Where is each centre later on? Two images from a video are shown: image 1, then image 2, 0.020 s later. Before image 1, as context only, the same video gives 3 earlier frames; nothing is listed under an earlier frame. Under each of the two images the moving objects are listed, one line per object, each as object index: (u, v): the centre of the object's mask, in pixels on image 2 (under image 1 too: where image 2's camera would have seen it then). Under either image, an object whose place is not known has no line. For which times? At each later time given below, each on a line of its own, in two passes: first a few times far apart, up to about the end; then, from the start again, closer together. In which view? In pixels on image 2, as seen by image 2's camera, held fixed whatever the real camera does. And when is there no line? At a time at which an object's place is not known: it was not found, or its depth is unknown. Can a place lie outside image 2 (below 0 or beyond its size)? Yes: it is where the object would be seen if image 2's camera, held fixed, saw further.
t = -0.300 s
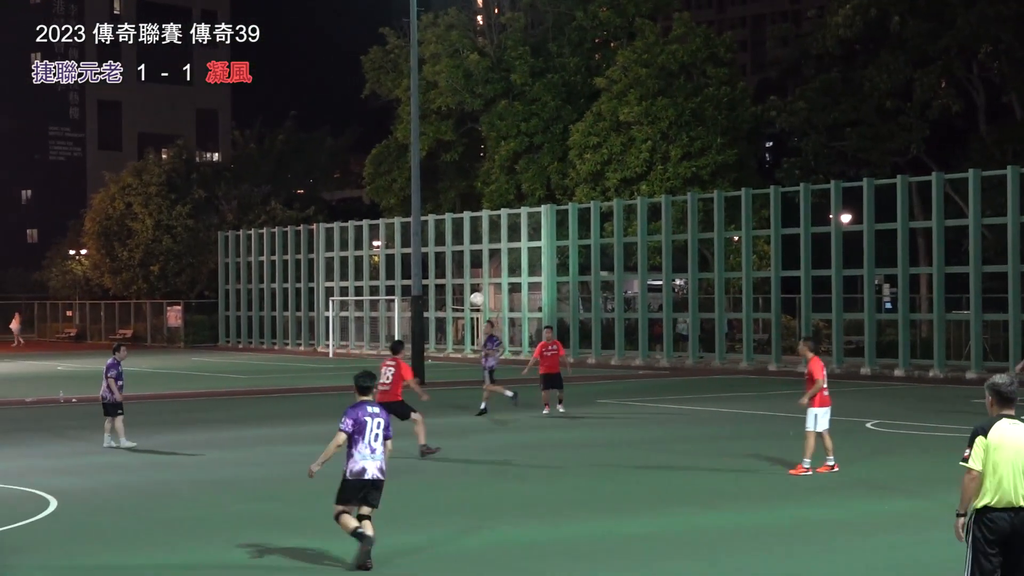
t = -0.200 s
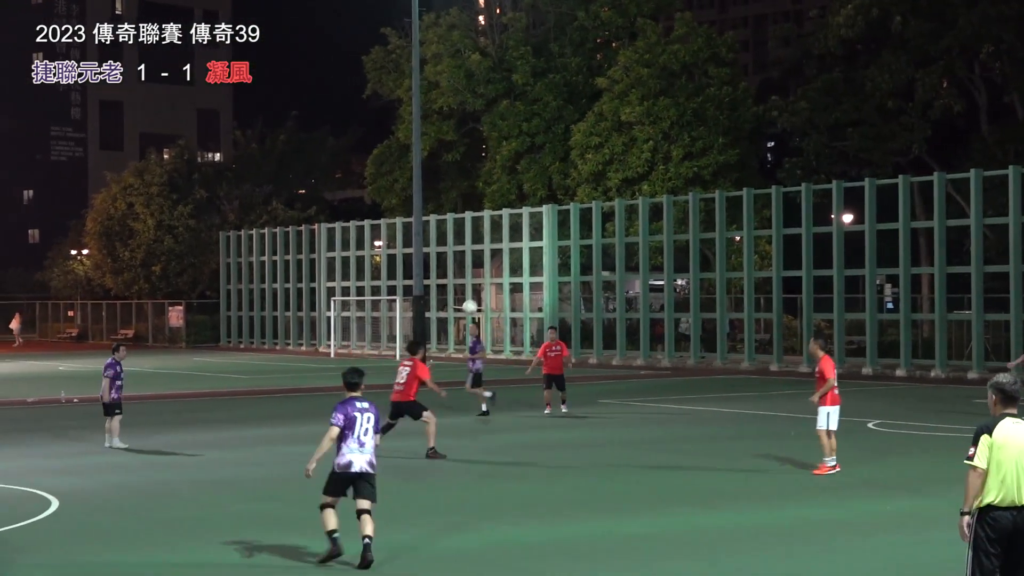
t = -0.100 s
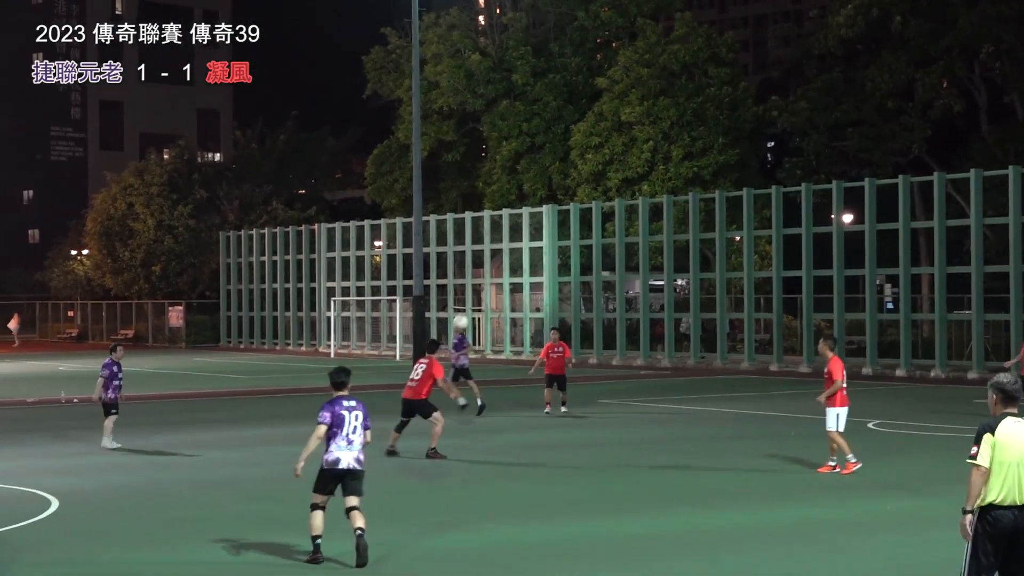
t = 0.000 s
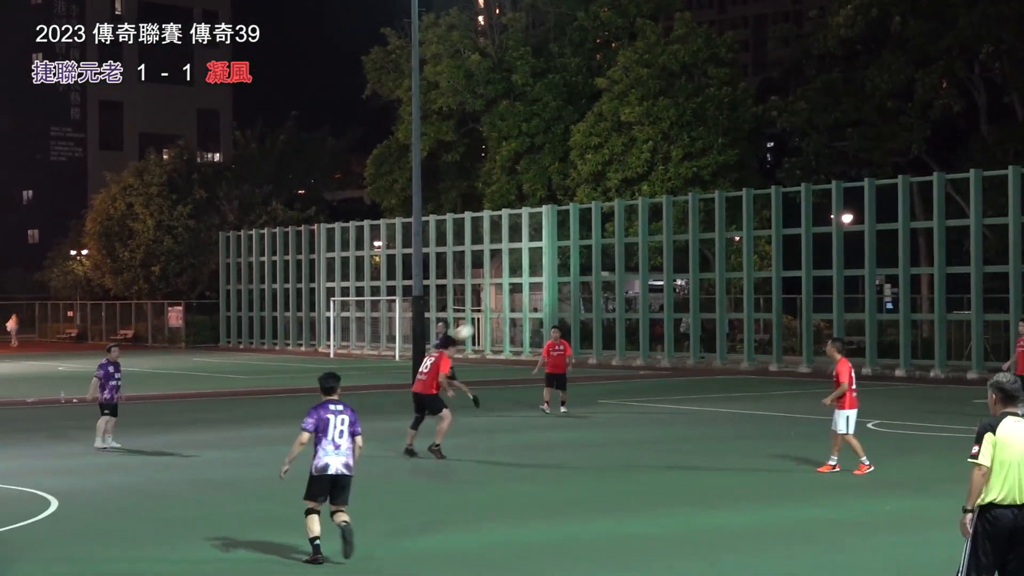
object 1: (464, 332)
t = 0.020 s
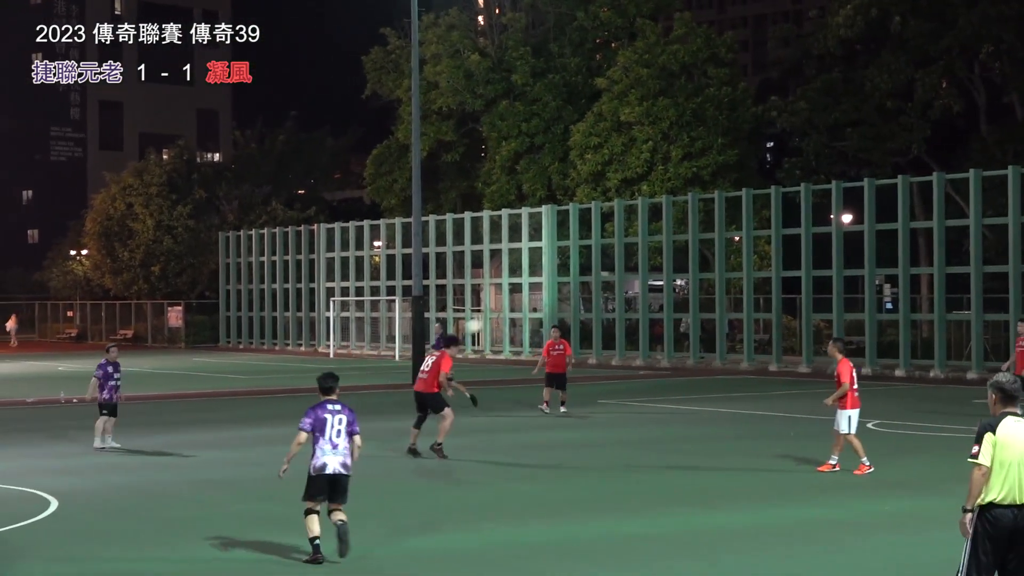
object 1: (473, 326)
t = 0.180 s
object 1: (550, 291)
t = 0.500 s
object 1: (697, 274)
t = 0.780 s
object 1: (821, 314)
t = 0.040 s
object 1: (482, 320)
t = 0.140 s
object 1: (530, 298)
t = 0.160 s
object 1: (539, 294)
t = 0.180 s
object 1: (550, 291)
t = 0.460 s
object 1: (679, 272)
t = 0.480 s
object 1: (688, 273)
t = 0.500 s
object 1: (697, 274)
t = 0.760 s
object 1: (813, 309)
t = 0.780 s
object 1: (821, 314)
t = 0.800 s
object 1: (830, 319)
